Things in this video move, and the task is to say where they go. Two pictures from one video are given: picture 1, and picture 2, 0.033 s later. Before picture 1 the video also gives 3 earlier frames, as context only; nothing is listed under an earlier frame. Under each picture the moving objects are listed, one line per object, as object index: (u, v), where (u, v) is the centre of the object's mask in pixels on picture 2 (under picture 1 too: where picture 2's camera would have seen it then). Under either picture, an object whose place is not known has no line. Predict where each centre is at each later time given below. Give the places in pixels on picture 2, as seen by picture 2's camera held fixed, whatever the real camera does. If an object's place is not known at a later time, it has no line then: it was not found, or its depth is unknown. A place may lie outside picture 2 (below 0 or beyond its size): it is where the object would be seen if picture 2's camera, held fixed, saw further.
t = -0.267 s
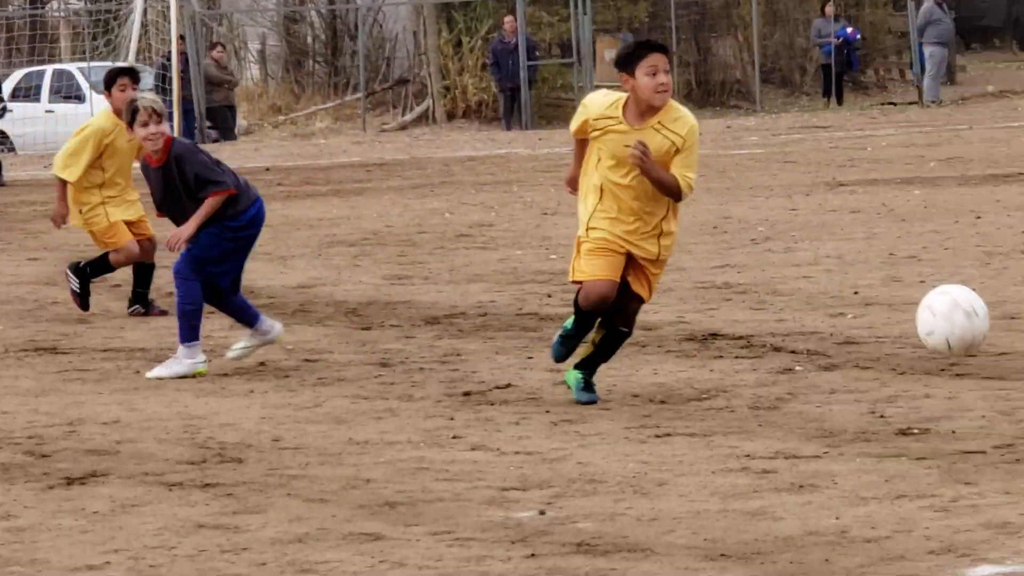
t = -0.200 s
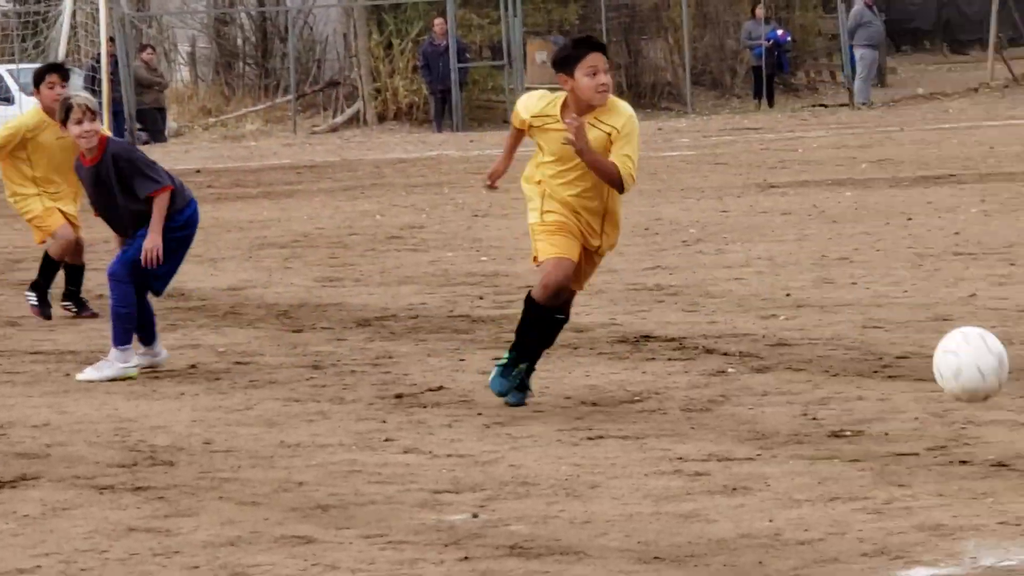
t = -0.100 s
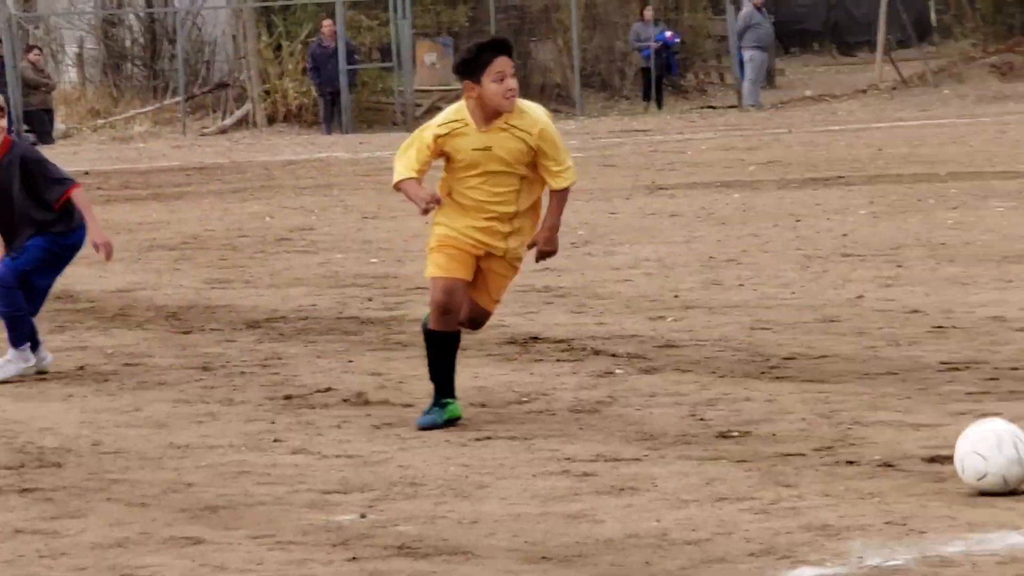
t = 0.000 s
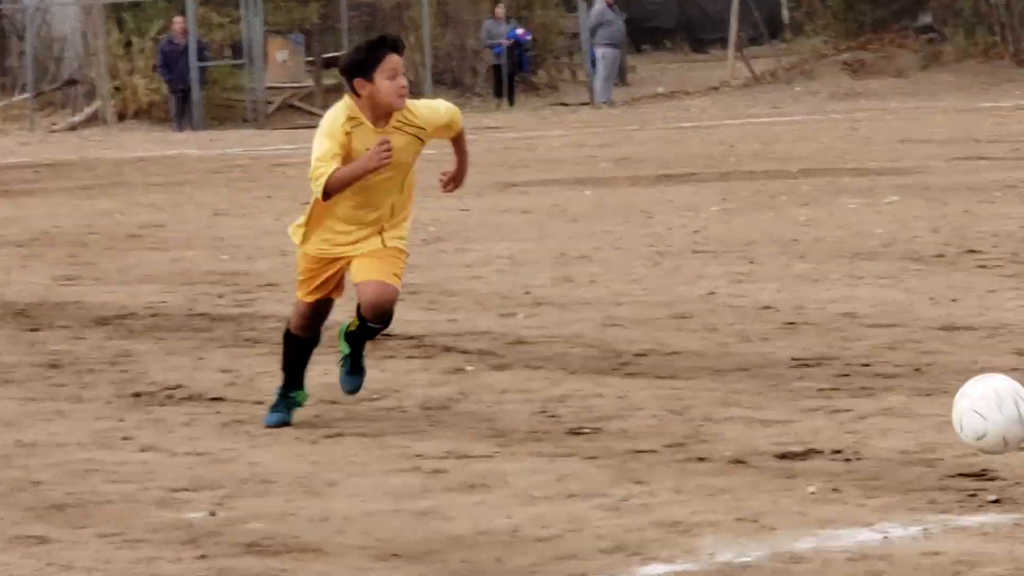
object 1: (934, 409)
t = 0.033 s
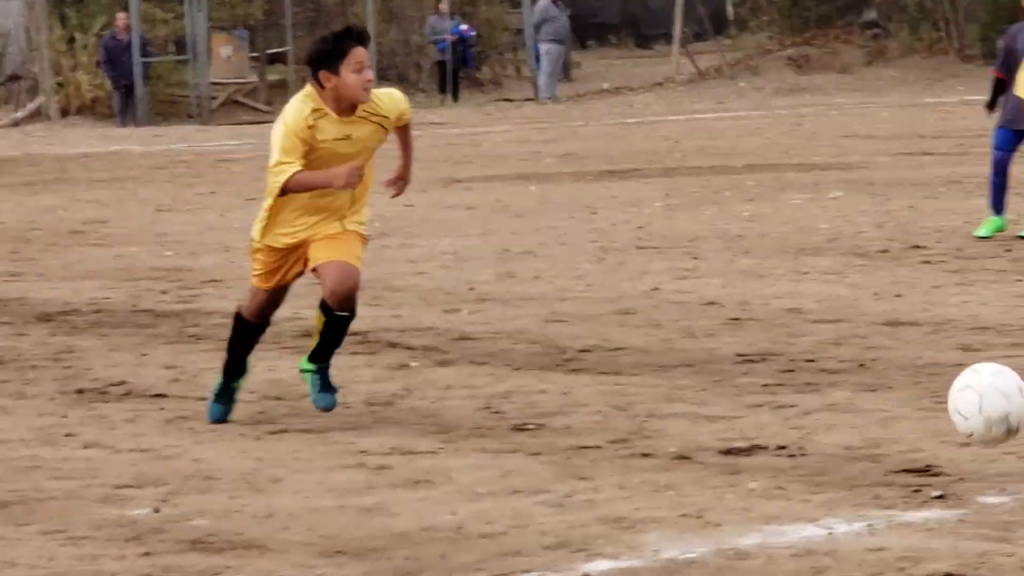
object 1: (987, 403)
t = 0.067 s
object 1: (1046, 402)
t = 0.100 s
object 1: (1105, 407)
